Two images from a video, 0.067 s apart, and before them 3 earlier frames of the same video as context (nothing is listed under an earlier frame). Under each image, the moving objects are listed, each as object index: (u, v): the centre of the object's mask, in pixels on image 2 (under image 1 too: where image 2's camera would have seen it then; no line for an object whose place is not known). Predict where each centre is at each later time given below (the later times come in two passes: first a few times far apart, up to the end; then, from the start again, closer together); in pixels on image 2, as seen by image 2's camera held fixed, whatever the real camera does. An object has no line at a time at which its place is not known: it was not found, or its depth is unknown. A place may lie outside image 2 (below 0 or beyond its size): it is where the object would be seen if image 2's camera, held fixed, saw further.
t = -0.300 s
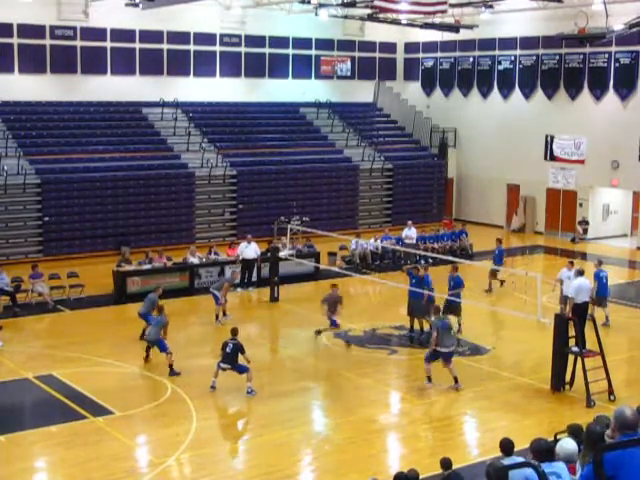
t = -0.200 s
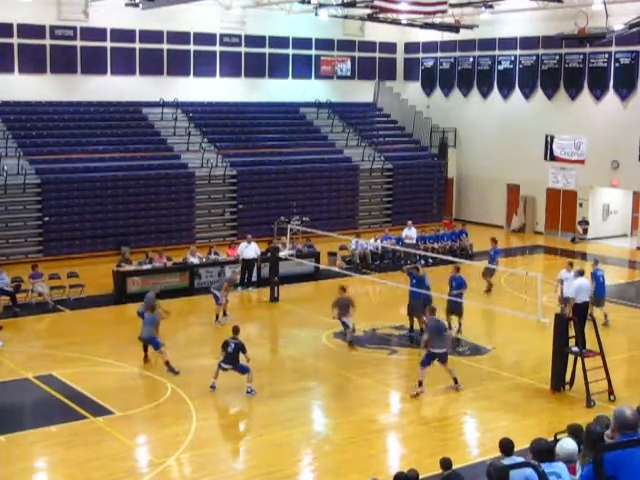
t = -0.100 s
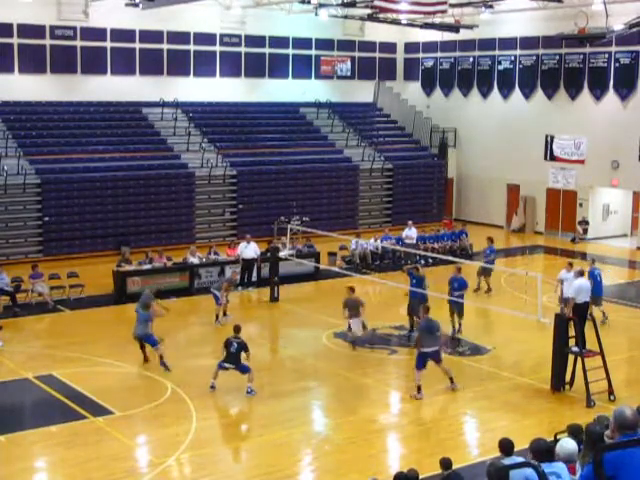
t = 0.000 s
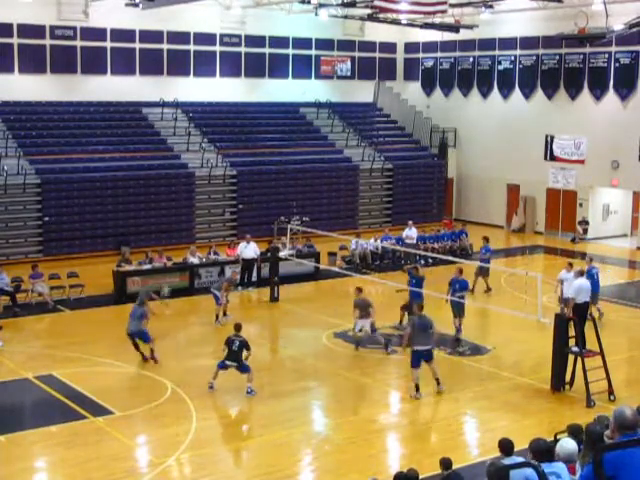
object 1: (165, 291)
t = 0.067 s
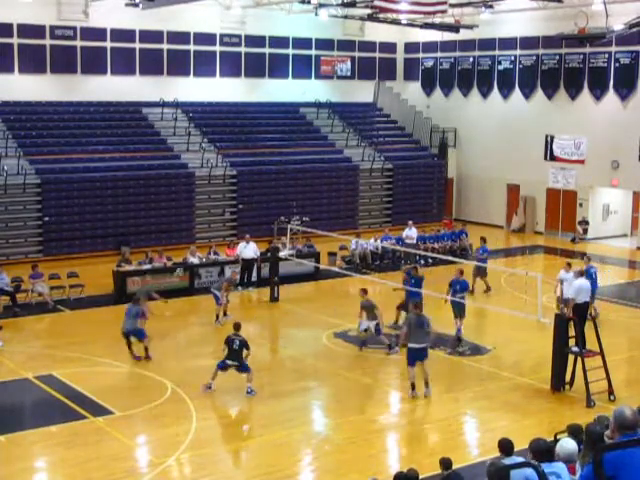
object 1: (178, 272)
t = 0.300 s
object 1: (226, 220)
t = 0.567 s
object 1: (278, 193)
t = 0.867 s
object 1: (335, 196)
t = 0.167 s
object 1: (198, 246)
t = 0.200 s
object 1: (205, 238)
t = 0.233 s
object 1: (211, 235)
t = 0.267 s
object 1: (219, 227)
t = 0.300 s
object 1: (226, 220)
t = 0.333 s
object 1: (231, 217)
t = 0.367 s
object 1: (240, 211)
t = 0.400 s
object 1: (245, 208)
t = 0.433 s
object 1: (252, 203)
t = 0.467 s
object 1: (258, 201)
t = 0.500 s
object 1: (265, 197)
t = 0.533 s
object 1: (271, 195)
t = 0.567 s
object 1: (278, 193)
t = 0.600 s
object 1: (285, 191)
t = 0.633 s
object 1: (291, 190)
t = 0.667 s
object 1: (297, 189)
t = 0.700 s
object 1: (304, 189)
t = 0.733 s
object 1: (310, 190)
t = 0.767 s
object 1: (316, 190)
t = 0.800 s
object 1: (323, 192)
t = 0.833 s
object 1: (330, 194)
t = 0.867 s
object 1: (335, 196)
